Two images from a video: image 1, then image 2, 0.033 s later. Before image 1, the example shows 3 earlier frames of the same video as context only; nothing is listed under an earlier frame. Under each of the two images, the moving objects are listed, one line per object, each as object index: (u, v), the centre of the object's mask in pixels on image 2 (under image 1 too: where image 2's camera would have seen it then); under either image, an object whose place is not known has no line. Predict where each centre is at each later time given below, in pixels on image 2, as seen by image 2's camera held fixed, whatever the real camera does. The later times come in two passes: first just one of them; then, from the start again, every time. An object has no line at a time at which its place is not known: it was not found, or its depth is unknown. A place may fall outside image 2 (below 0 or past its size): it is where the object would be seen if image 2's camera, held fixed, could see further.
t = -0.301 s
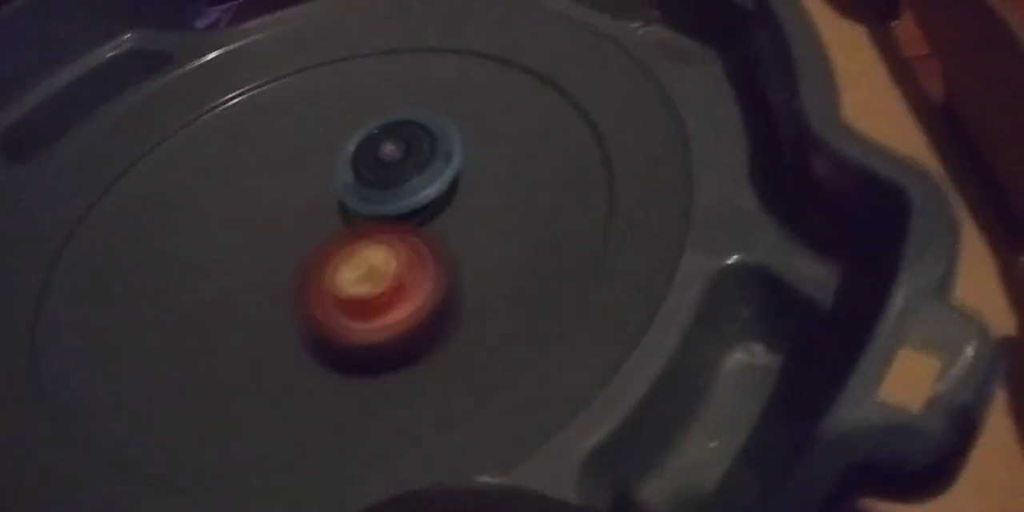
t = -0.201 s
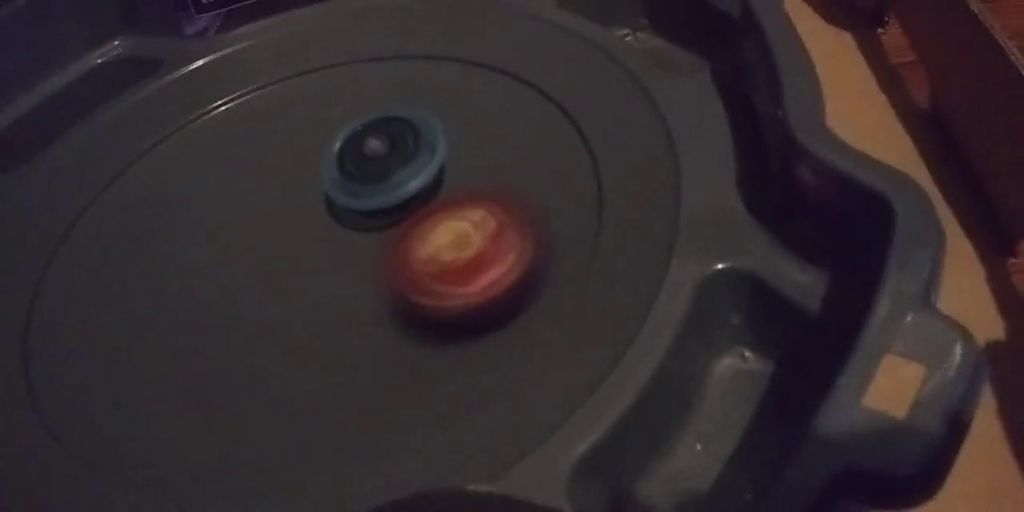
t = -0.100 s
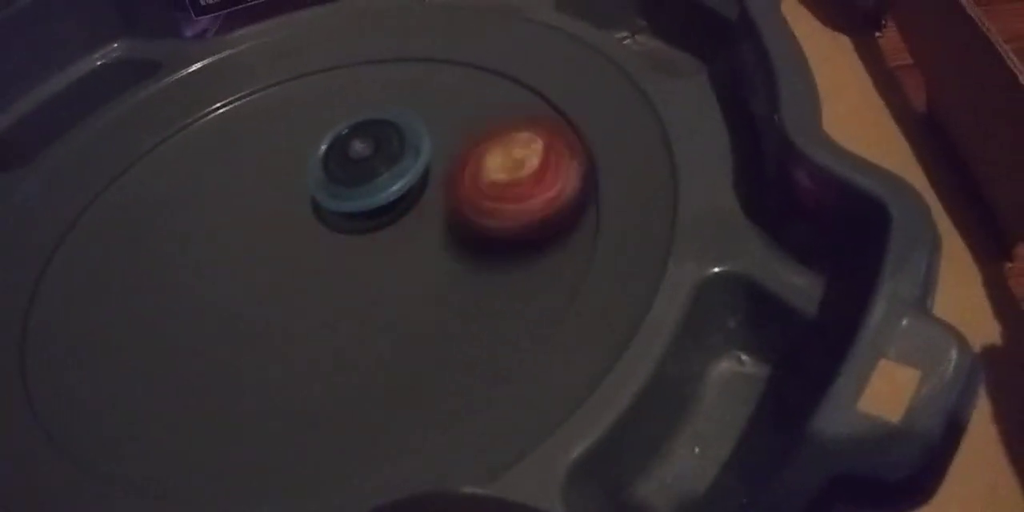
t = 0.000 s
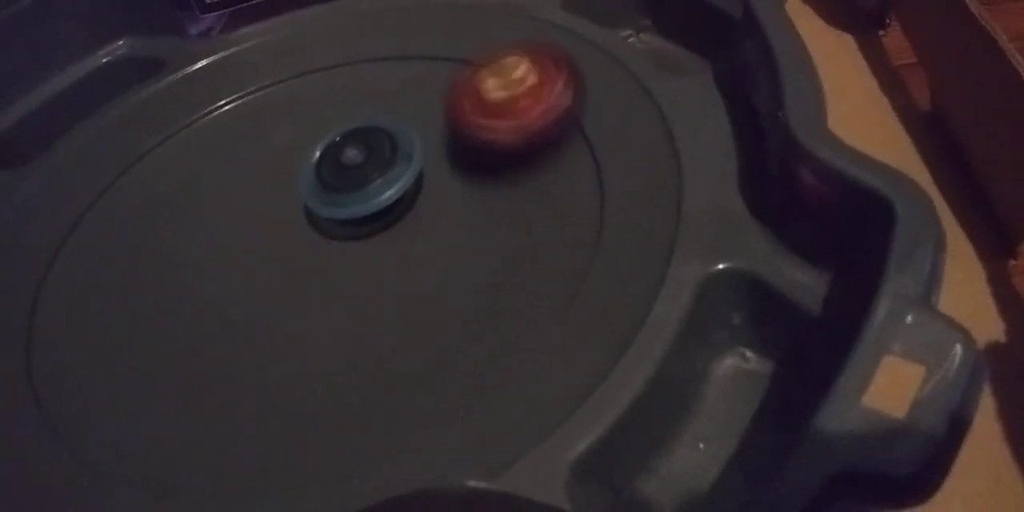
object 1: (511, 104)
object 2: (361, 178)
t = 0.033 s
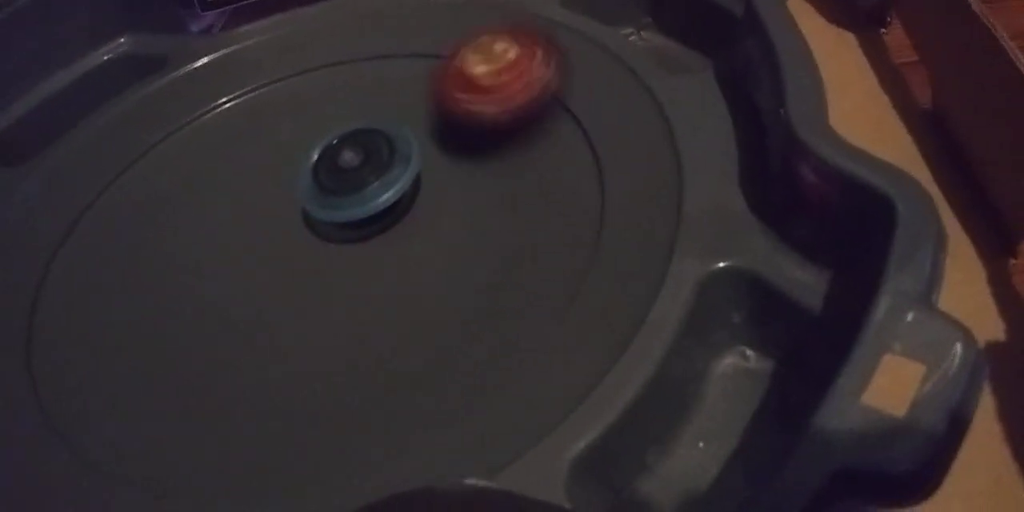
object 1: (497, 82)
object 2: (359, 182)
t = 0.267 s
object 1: (260, 101)
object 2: (360, 221)
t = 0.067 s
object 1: (473, 66)
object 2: (357, 187)
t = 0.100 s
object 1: (447, 54)
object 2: (357, 191)
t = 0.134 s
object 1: (415, 52)
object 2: (358, 197)
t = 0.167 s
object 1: (380, 52)
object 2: (360, 202)
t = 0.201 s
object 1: (344, 62)
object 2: (360, 207)
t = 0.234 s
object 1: (302, 80)
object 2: (360, 215)
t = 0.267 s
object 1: (260, 101)
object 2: (360, 221)
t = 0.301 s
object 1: (220, 129)
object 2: (361, 225)
